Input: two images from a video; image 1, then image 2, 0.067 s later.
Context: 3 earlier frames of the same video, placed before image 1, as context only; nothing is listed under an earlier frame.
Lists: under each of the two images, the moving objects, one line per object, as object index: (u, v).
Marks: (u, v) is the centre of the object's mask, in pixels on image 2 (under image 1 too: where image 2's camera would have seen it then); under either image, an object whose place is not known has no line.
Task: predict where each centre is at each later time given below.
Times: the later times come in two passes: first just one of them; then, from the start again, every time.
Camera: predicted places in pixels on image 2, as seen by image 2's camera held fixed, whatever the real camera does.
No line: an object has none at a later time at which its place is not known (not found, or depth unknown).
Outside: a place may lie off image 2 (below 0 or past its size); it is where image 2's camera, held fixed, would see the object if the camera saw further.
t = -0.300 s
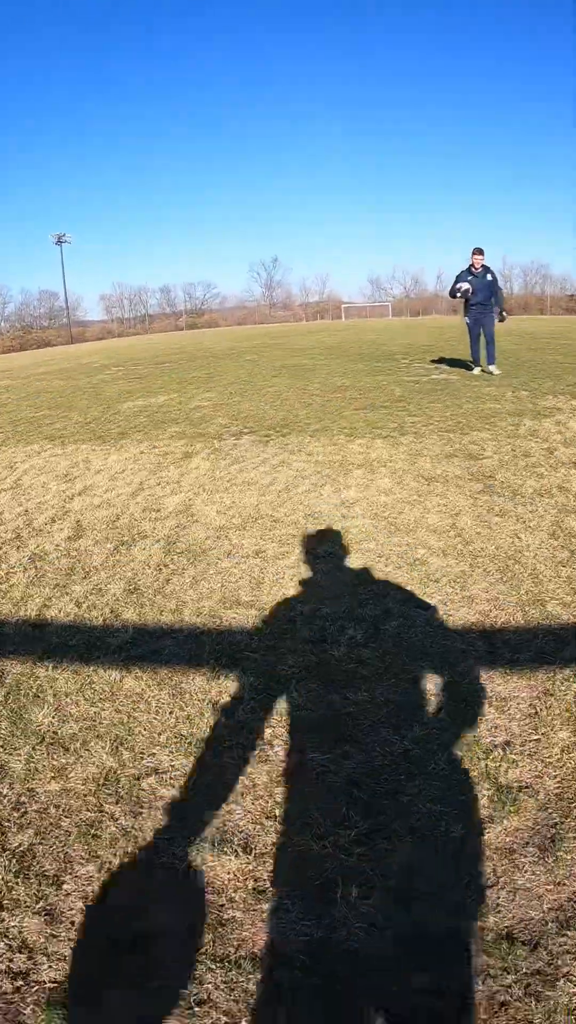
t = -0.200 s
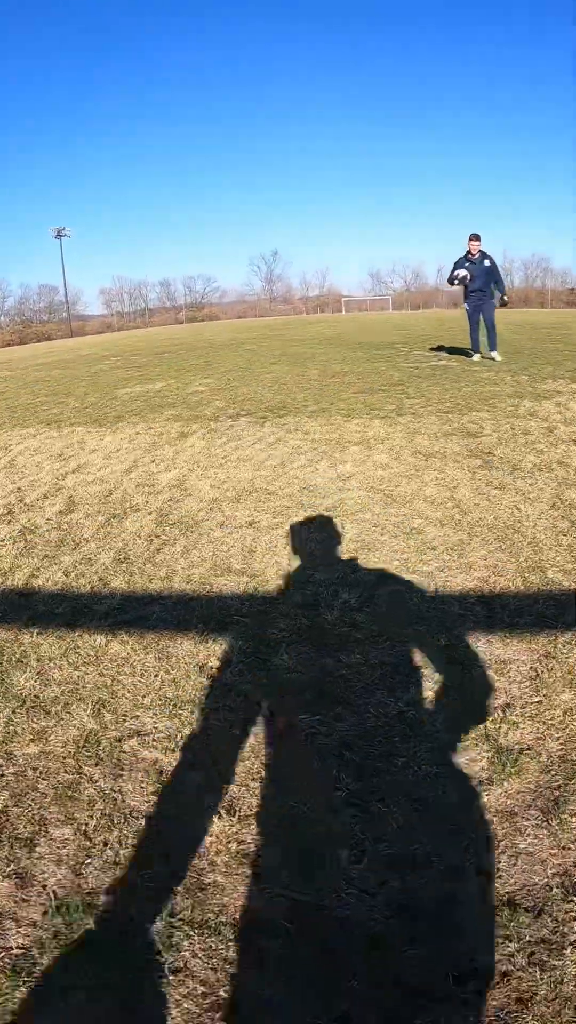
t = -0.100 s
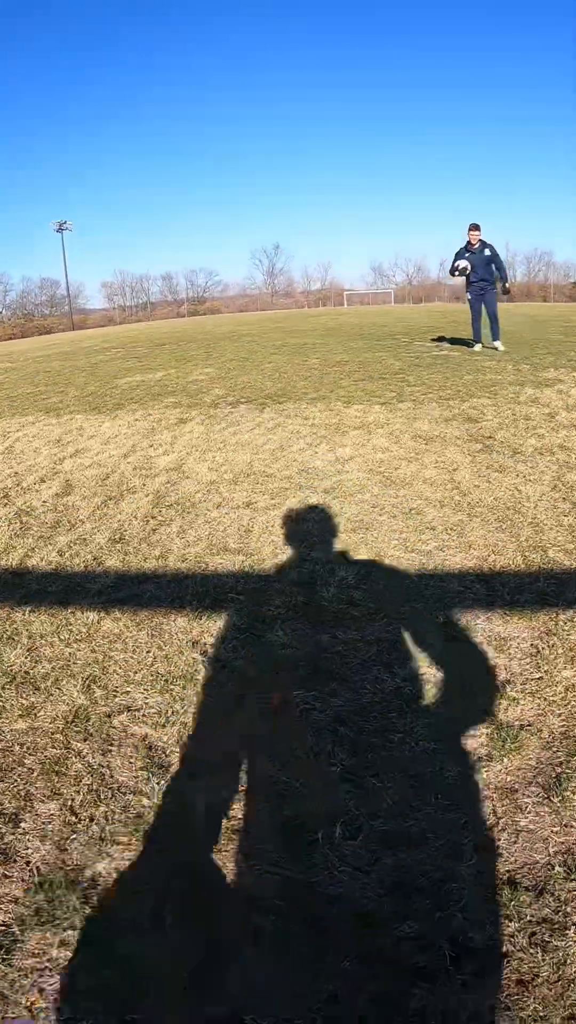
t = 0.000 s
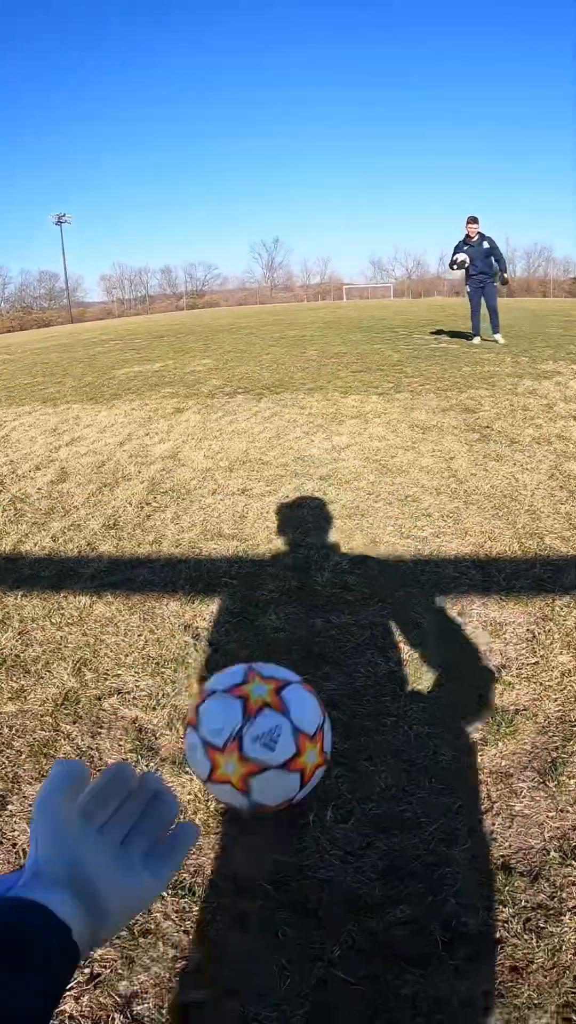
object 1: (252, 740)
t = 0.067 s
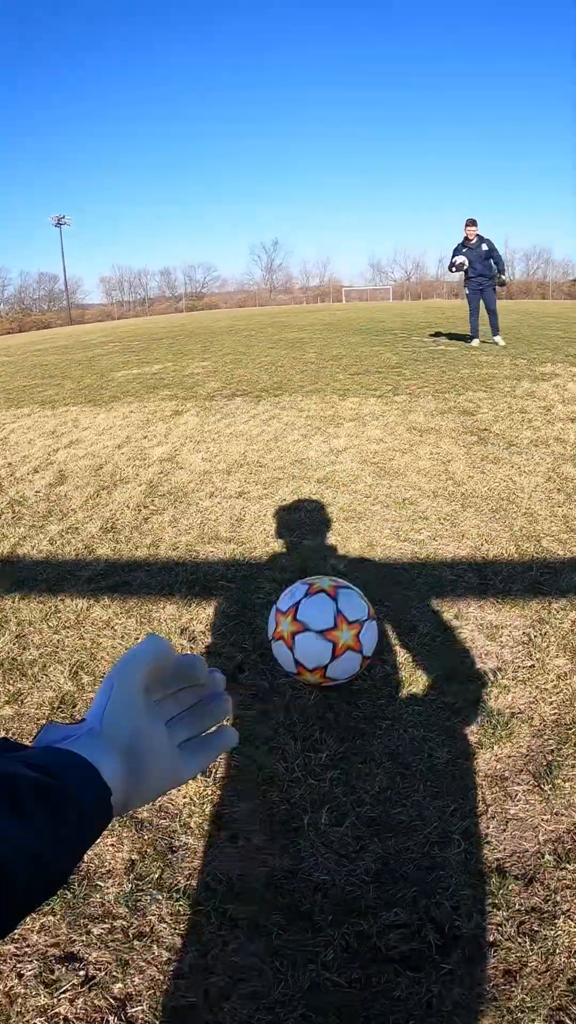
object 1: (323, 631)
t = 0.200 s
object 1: (383, 499)
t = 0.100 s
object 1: (342, 582)
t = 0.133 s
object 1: (358, 546)
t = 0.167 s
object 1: (371, 518)
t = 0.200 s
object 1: (383, 499)
